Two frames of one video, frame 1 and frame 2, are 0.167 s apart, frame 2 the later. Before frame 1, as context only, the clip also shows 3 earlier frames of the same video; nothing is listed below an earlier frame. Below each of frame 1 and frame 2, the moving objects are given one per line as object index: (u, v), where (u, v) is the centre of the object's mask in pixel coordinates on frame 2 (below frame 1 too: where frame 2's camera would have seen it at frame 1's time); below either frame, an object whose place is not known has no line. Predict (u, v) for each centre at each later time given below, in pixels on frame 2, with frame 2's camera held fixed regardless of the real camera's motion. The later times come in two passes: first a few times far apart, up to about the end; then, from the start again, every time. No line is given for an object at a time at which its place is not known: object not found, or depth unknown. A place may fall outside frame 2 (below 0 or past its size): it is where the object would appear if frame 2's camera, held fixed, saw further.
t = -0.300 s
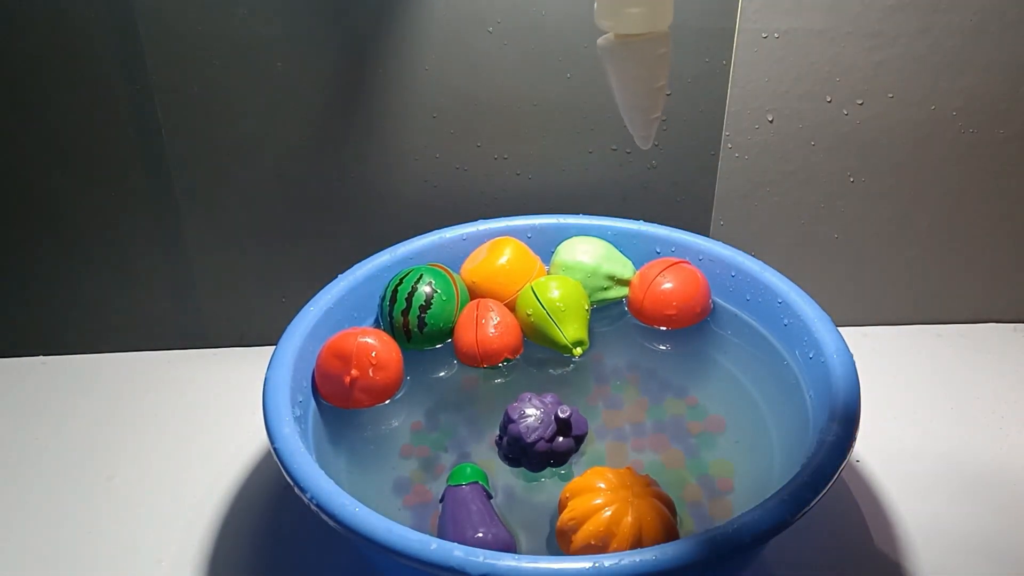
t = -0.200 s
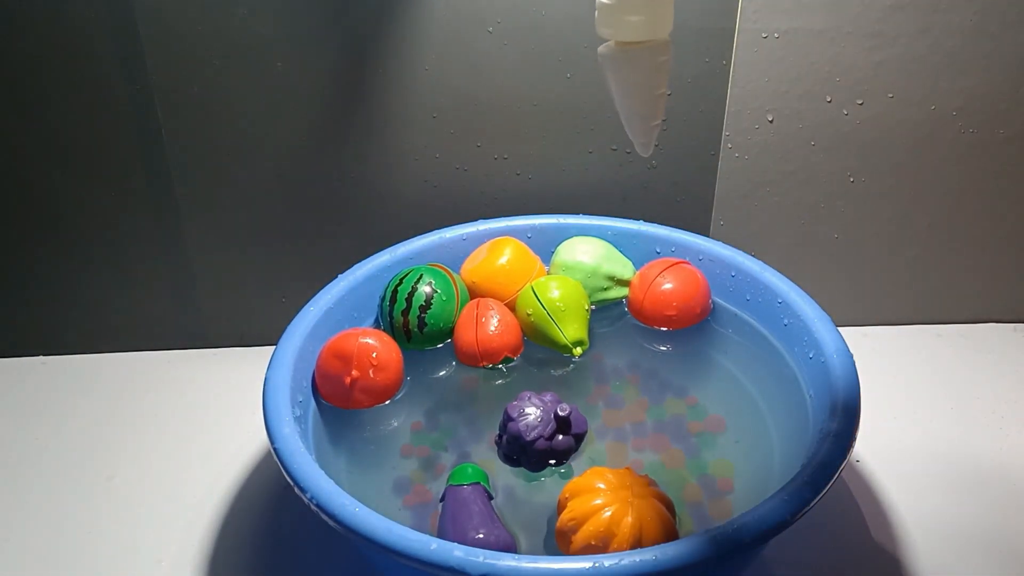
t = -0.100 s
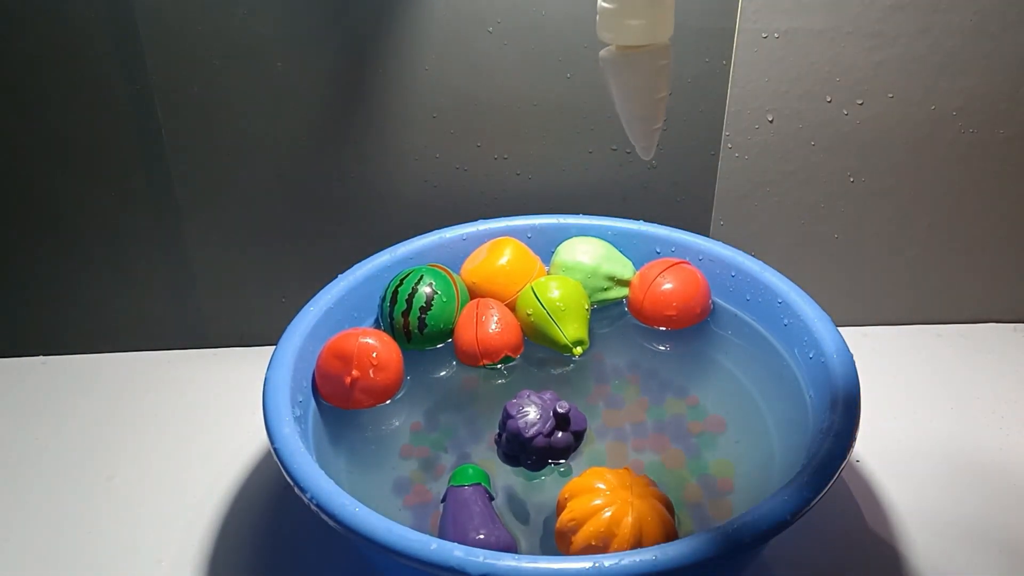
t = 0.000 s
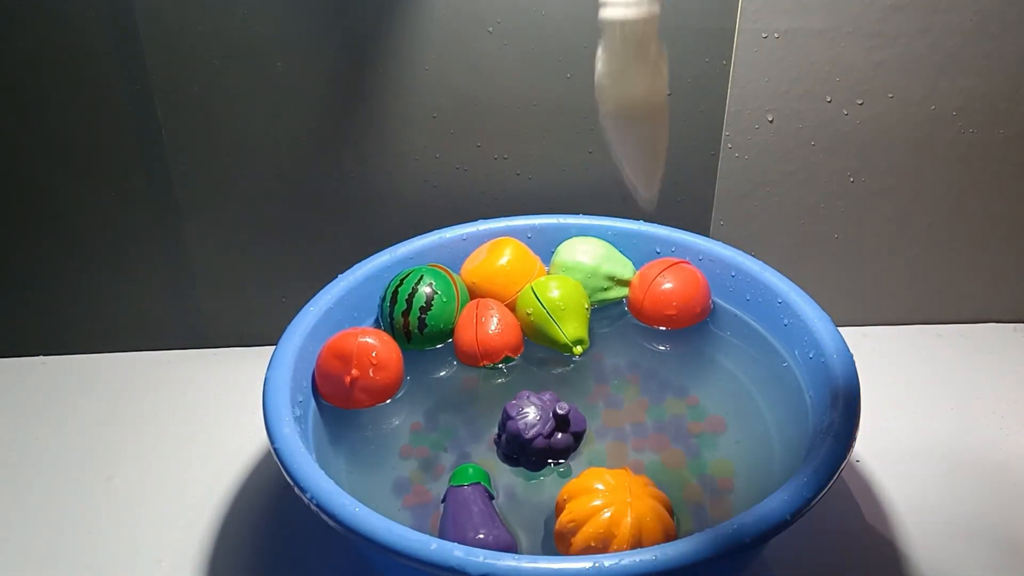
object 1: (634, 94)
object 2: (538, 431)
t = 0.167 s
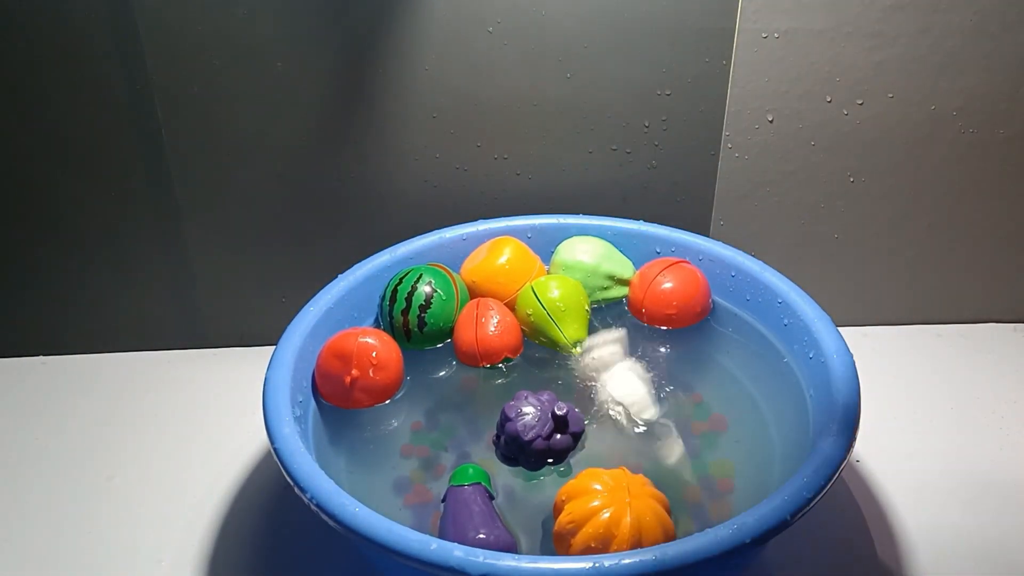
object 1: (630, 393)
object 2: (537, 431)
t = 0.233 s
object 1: (653, 440)
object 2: (535, 430)
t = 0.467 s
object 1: (651, 404)
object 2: (537, 430)
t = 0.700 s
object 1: (654, 416)
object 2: (526, 438)
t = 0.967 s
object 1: (649, 430)
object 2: (508, 430)
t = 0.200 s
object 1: (646, 435)
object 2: (536, 430)
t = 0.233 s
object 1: (653, 440)
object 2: (535, 430)
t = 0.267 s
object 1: (651, 431)
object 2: (534, 430)
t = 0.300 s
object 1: (645, 414)
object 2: (534, 431)
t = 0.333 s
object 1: (649, 405)
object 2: (535, 433)
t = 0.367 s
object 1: (649, 387)
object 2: (536, 433)
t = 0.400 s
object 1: (650, 386)
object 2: (537, 433)
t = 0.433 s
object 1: (651, 394)
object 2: (538, 431)
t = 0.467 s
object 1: (651, 404)
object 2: (537, 430)
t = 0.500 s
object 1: (651, 413)
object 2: (534, 427)
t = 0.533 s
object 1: (651, 419)
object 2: (530, 426)
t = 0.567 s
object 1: (651, 420)
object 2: (526, 426)
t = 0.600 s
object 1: (652, 418)
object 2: (524, 428)
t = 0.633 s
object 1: (653, 416)
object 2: (524, 432)
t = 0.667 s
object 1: (654, 415)
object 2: (525, 436)
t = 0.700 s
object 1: (654, 416)
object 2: (526, 438)
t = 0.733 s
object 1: (653, 416)
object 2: (526, 438)
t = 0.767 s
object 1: (652, 415)
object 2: (524, 435)
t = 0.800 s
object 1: (651, 417)
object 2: (521, 431)
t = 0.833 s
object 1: (649, 420)
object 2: (517, 427)
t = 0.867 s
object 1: (650, 424)
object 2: (513, 425)
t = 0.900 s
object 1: (648, 427)
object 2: (510, 425)
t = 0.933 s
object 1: (649, 429)
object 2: (509, 427)
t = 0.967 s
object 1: (649, 430)
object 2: (508, 430)
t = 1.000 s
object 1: (649, 428)
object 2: (508, 434)
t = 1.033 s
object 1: (649, 425)
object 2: (508, 437)
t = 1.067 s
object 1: (648, 423)
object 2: (508, 438)
